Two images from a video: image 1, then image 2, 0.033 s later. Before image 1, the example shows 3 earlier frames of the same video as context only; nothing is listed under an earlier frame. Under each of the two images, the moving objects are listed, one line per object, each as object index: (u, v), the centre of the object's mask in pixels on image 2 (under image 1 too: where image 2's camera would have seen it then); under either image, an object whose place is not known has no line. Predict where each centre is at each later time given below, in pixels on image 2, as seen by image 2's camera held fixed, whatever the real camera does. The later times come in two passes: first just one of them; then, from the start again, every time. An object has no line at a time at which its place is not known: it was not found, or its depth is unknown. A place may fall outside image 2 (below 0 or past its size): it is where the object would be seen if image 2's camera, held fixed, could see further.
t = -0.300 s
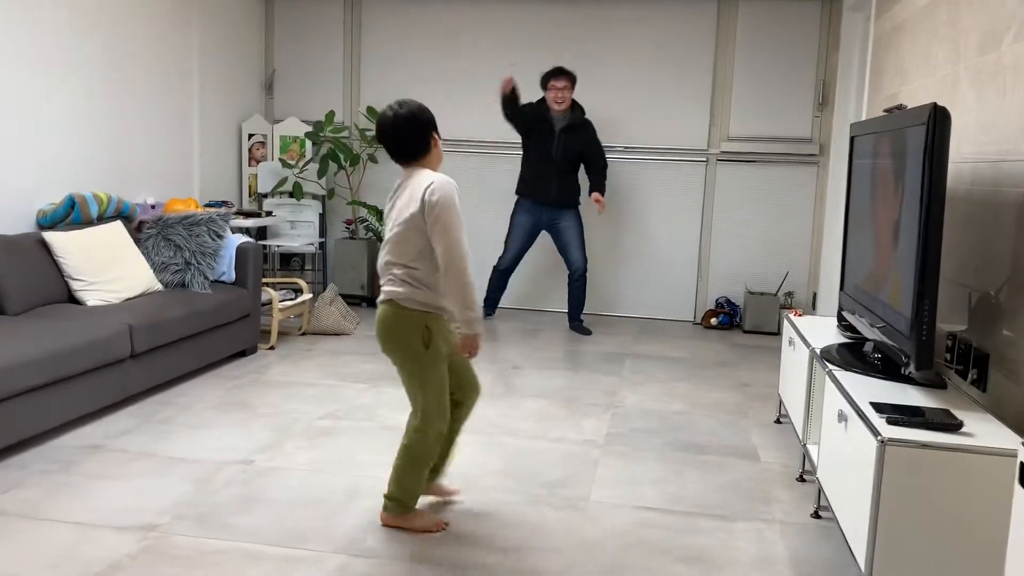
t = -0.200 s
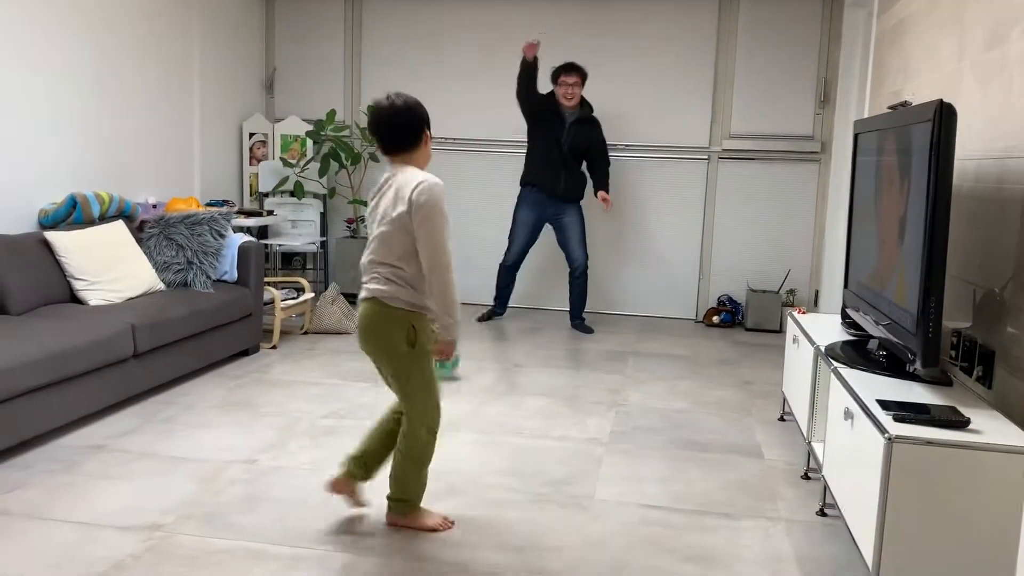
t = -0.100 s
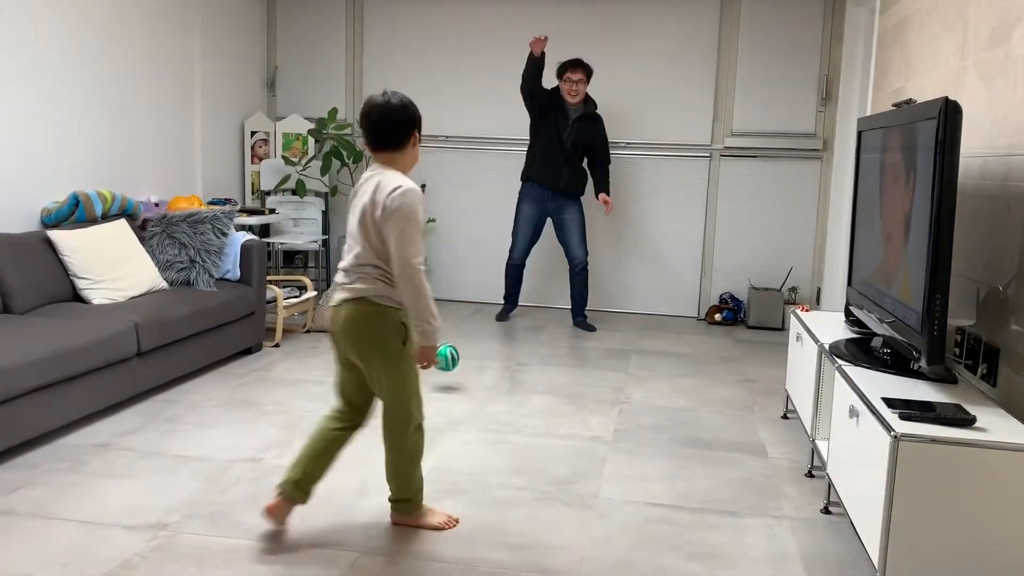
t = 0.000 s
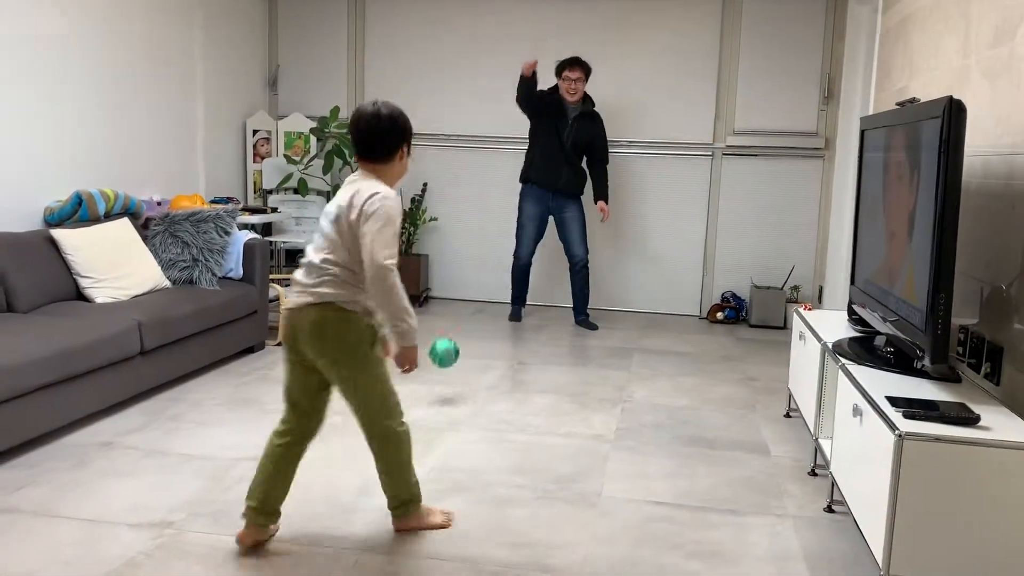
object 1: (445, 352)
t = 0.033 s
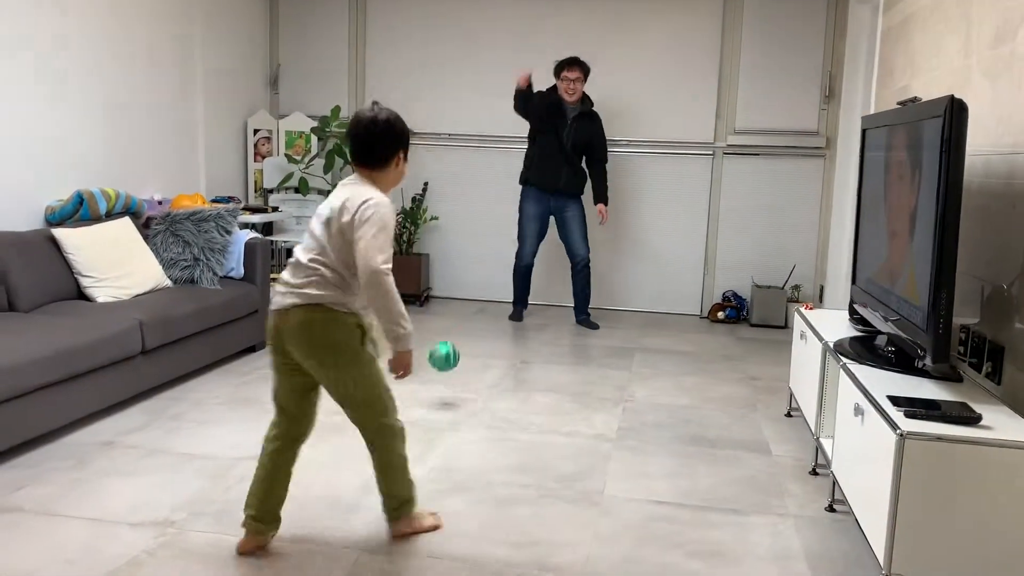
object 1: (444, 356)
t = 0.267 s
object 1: (434, 420)
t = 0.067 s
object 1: (443, 362)
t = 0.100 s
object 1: (441, 372)
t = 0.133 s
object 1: (439, 384)
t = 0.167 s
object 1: (438, 399)
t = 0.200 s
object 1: (436, 417)
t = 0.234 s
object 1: (435, 418)
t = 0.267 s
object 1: (434, 420)
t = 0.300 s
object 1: (434, 424)
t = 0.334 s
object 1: (432, 433)
